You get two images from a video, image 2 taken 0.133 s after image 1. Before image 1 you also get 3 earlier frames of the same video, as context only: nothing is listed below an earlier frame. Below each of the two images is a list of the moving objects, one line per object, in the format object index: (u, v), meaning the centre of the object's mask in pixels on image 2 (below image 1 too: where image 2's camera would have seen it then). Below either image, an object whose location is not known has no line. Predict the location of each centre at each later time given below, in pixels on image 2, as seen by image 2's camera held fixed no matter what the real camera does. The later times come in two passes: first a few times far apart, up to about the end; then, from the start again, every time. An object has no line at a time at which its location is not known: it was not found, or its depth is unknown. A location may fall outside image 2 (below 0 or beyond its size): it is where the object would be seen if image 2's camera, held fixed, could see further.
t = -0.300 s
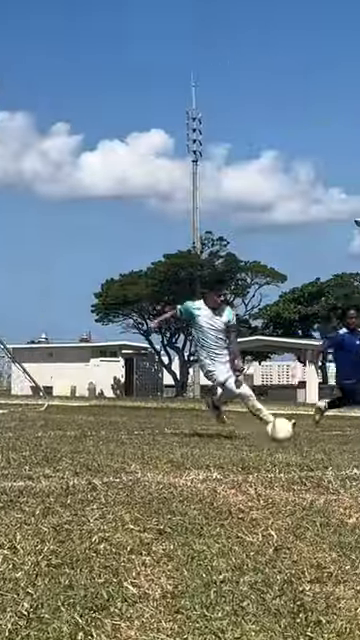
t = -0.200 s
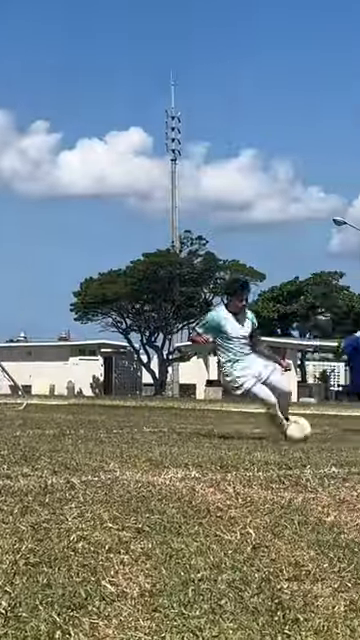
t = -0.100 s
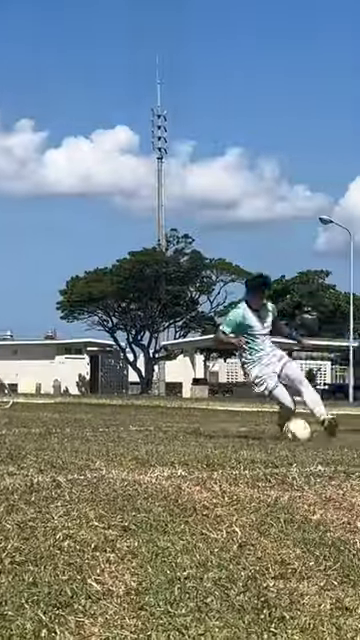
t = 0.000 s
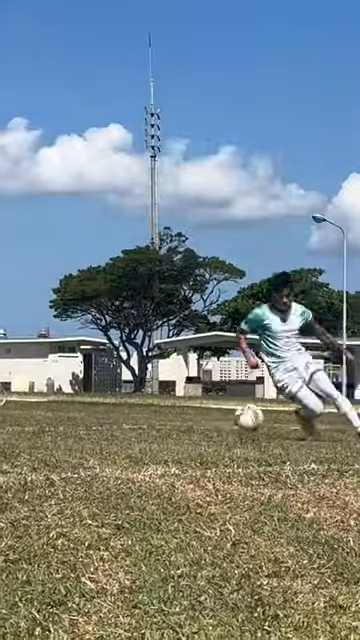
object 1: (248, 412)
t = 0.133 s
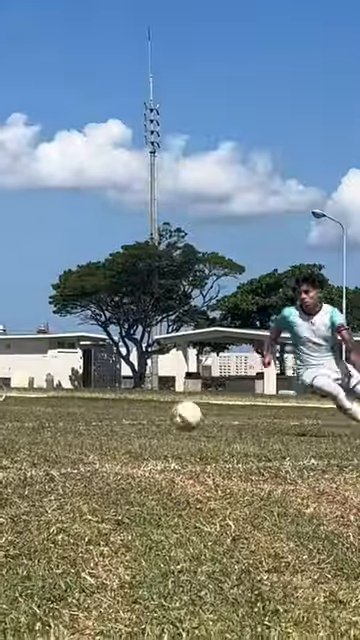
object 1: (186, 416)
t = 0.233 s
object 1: (136, 423)
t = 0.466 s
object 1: (32, 419)
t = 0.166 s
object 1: (169, 419)
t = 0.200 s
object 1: (151, 425)
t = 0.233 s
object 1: (136, 423)
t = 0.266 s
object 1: (123, 418)
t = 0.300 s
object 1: (109, 413)
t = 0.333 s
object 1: (94, 411)
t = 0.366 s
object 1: (80, 410)
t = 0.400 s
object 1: (64, 411)
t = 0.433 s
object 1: (49, 414)
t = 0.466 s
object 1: (32, 419)
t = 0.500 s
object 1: (14, 425)
